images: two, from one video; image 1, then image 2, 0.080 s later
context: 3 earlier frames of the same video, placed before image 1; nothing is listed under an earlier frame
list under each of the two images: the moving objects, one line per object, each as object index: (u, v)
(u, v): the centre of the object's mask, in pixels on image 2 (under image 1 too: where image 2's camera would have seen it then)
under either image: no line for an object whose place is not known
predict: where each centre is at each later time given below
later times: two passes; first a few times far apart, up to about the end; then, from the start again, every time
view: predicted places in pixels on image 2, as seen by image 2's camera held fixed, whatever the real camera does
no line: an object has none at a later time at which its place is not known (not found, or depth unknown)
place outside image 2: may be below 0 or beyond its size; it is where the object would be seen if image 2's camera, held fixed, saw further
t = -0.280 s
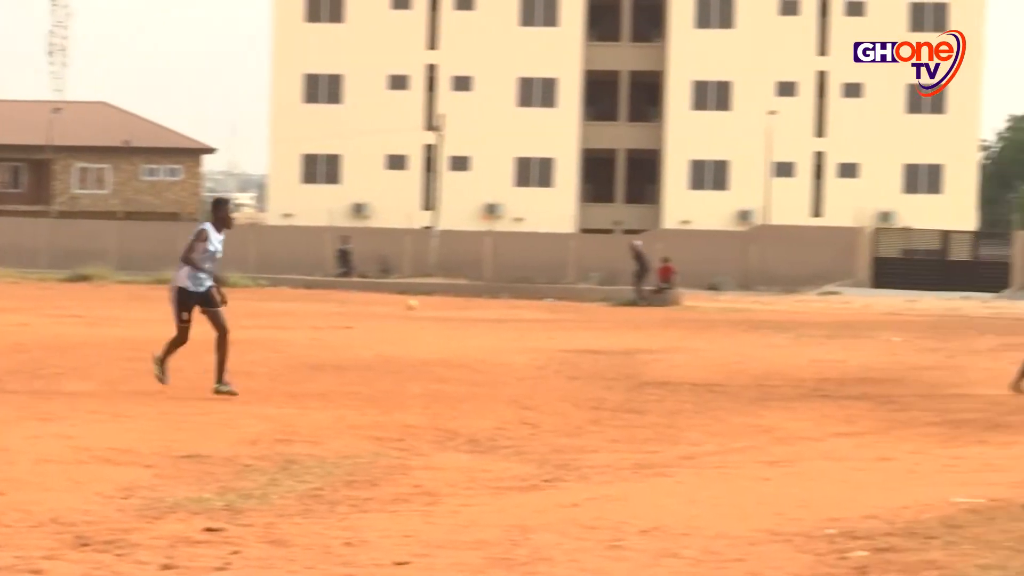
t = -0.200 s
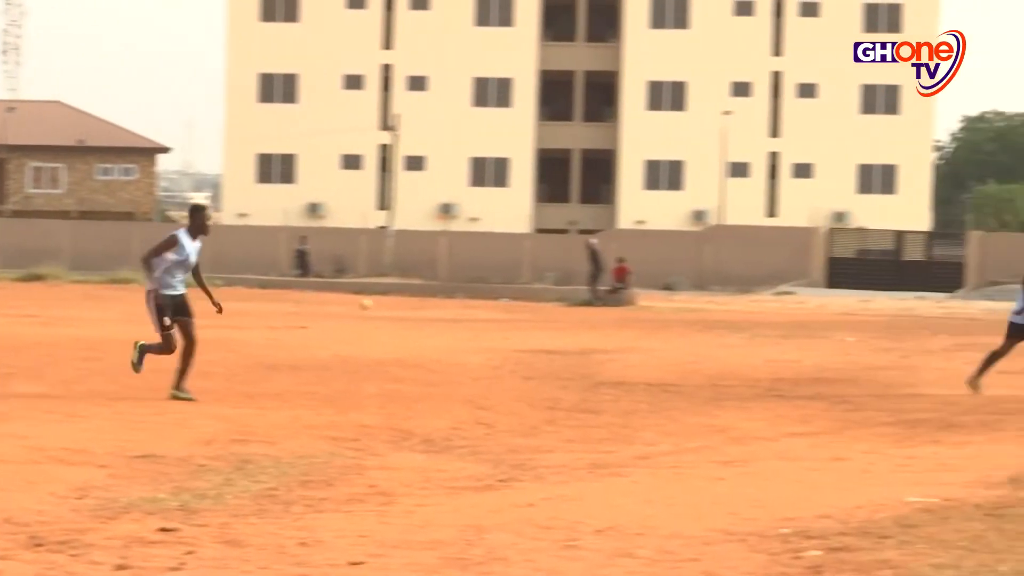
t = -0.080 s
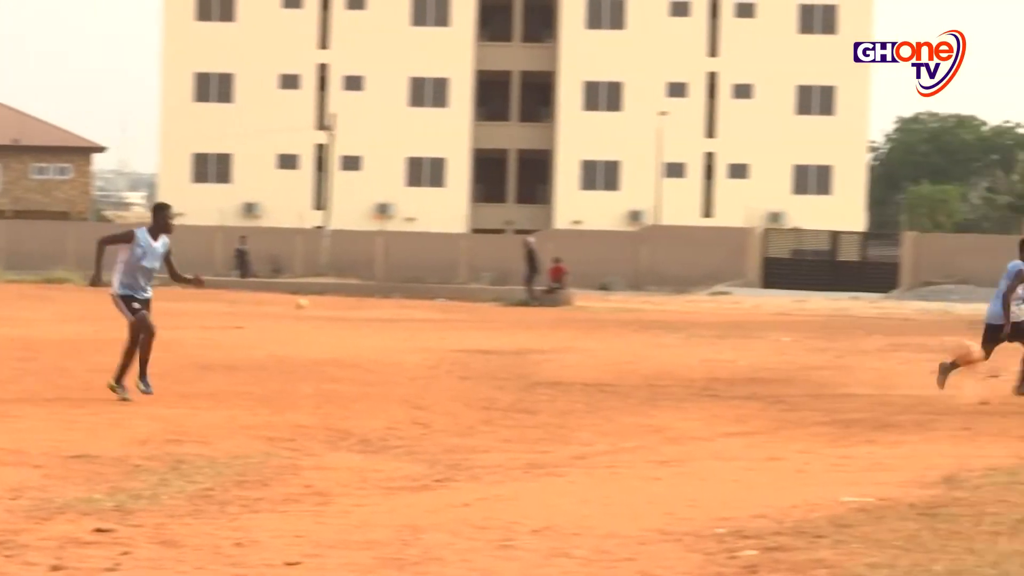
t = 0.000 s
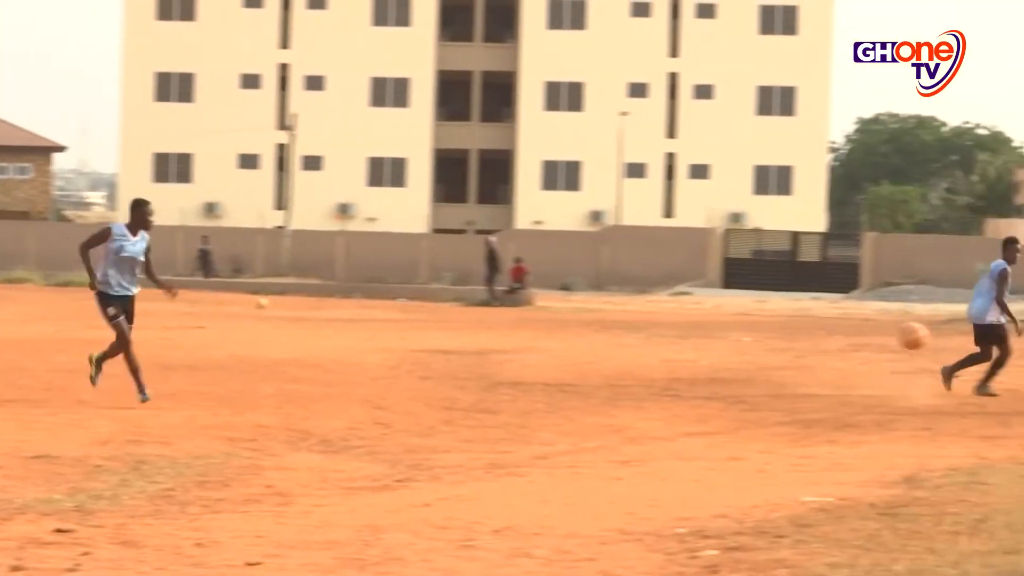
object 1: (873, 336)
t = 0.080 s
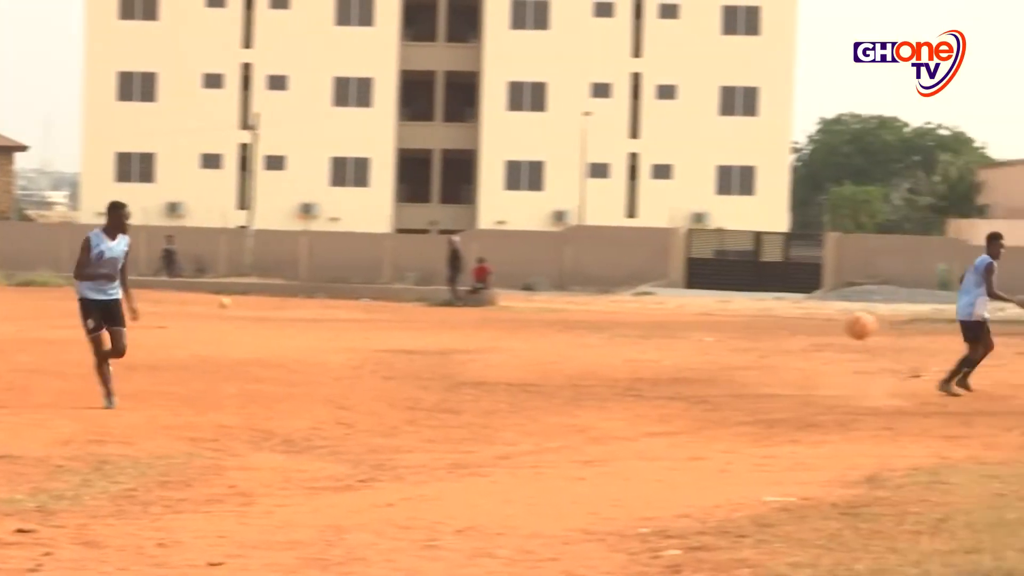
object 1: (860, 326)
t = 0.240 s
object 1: (831, 329)
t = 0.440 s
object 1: (775, 386)
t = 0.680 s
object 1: (705, 382)
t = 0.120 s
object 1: (854, 324)
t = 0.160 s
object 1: (845, 324)
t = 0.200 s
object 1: (837, 325)
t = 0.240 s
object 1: (831, 329)
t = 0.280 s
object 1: (820, 335)
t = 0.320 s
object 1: (811, 344)
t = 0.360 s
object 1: (798, 356)
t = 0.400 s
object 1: (785, 370)
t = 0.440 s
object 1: (775, 386)
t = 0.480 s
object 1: (763, 406)
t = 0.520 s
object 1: (751, 417)
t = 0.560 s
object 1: (740, 405)
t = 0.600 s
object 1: (729, 394)
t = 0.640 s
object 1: (716, 388)
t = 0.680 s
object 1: (705, 382)
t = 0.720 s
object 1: (691, 379)
